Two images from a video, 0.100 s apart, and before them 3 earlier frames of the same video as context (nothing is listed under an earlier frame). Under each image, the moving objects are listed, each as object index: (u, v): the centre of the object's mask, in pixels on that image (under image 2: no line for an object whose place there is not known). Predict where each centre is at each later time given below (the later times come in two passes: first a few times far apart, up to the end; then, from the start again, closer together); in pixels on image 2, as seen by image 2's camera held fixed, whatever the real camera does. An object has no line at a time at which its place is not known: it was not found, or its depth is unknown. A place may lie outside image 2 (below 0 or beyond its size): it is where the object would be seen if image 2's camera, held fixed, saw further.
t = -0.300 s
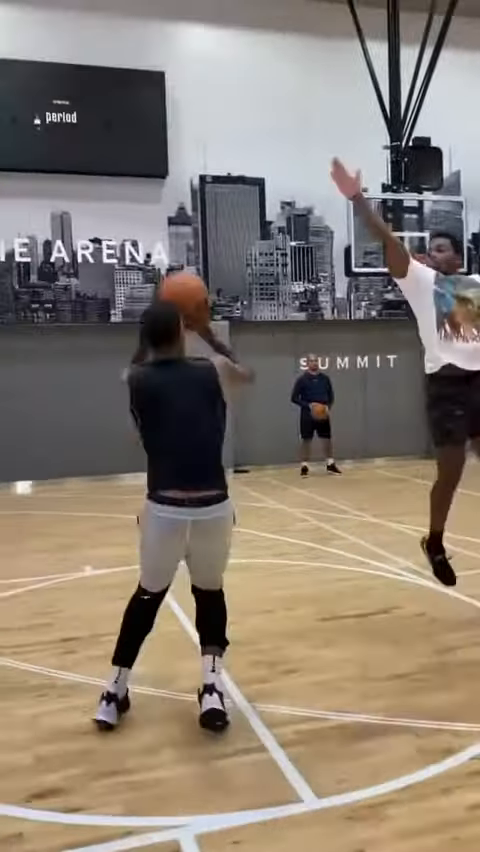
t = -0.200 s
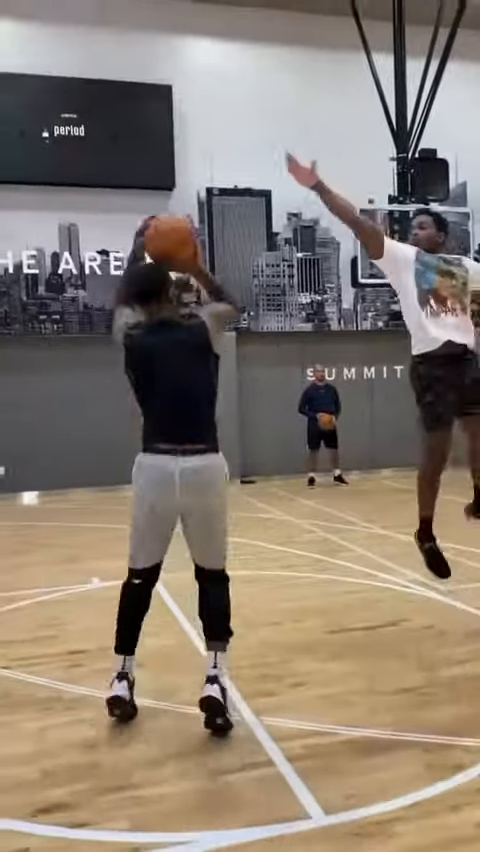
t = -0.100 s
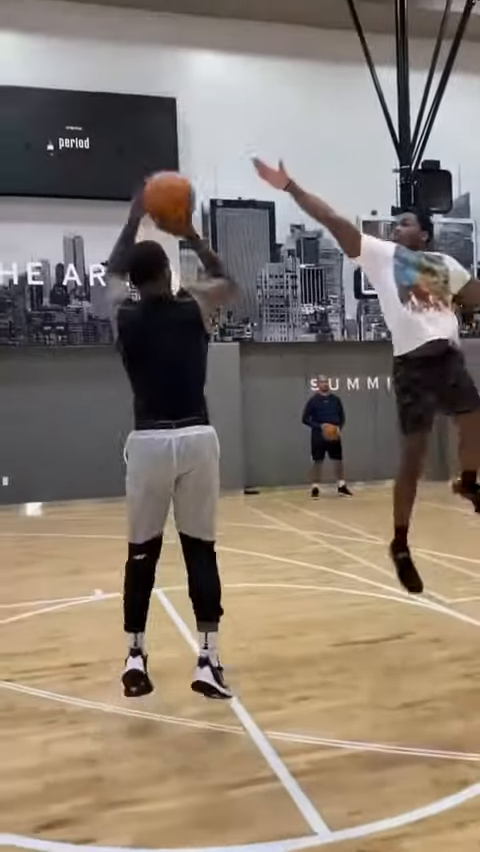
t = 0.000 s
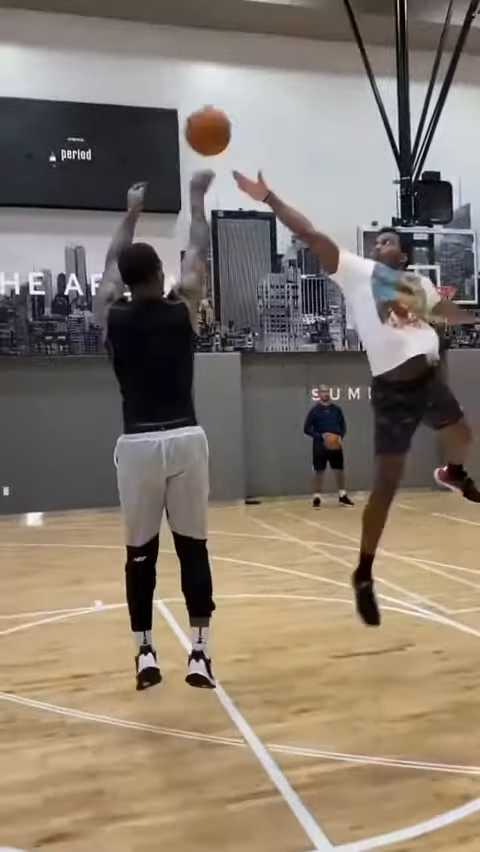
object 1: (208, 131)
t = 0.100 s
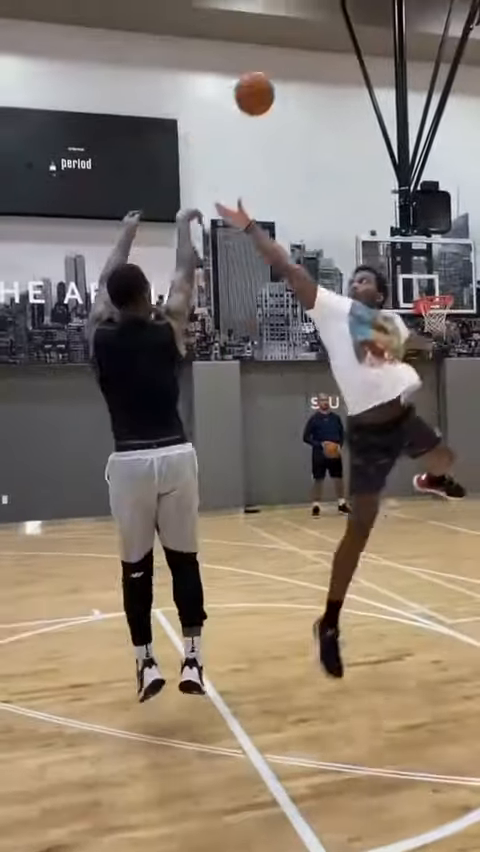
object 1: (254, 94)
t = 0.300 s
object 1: (319, 69)
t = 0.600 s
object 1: (379, 120)
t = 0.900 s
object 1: (417, 223)
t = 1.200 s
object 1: (442, 322)
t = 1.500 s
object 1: (452, 381)
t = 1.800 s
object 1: (461, 496)
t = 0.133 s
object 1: (267, 84)
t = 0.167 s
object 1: (279, 78)
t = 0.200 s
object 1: (291, 72)
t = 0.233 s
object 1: (301, 70)
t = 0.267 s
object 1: (311, 69)
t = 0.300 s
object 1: (319, 69)
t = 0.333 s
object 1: (327, 71)
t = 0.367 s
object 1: (336, 73)
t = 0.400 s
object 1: (343, 78)
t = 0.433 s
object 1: (350, 84)
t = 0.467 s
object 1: (357, 89)
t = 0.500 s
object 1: (362, 96)
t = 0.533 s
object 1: (369, 103)
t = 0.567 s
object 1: (374, 111)
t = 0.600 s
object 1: (379, 120)
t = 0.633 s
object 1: (384, 130)
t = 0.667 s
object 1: (388, 140)
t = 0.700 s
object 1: (394, 151)
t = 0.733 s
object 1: (398, 162)
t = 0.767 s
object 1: (402, 173)
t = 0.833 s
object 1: (410, 197)
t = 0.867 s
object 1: (414, 209)
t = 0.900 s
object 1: (417, 223)
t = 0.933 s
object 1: (420, 235)
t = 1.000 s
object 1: (429, 263)
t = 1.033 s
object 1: (430, 277)
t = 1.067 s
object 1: (434, 290)
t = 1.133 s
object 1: (438, 317)
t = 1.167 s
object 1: (441, 320)
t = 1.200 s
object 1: (442, 322)
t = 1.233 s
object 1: (442, 329)
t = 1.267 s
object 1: (443, 331)
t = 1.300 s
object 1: (443, 333)
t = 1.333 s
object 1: (446, 342)
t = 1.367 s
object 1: (446, 349)
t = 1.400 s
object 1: (448, 355)
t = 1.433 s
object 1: (449, 365)
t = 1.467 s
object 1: (452, 375)
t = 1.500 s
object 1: (452, 381)
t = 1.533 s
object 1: (452, 394)
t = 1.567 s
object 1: (454, 404)
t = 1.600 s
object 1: (454, 416)
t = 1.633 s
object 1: (455, 427)
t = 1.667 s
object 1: (455, 439)
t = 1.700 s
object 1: (457, 451)
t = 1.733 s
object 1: (460, 467)
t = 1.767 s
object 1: (461, 480)
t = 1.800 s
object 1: (461, 496)
